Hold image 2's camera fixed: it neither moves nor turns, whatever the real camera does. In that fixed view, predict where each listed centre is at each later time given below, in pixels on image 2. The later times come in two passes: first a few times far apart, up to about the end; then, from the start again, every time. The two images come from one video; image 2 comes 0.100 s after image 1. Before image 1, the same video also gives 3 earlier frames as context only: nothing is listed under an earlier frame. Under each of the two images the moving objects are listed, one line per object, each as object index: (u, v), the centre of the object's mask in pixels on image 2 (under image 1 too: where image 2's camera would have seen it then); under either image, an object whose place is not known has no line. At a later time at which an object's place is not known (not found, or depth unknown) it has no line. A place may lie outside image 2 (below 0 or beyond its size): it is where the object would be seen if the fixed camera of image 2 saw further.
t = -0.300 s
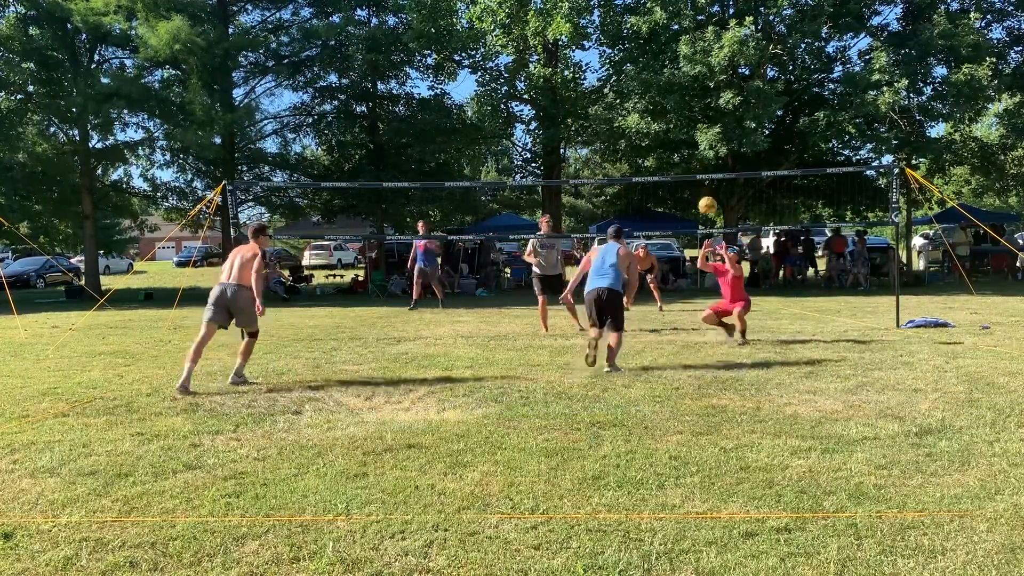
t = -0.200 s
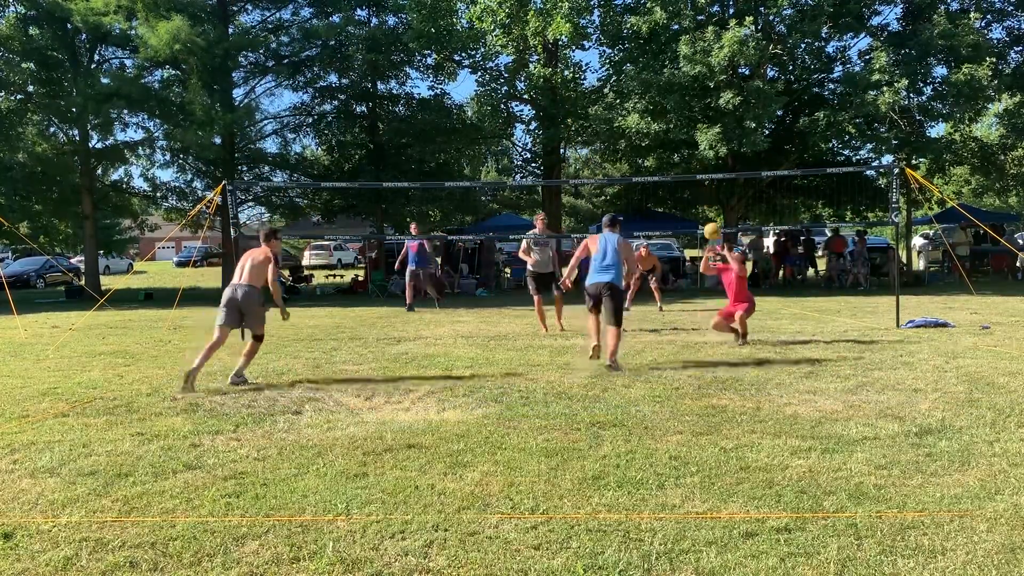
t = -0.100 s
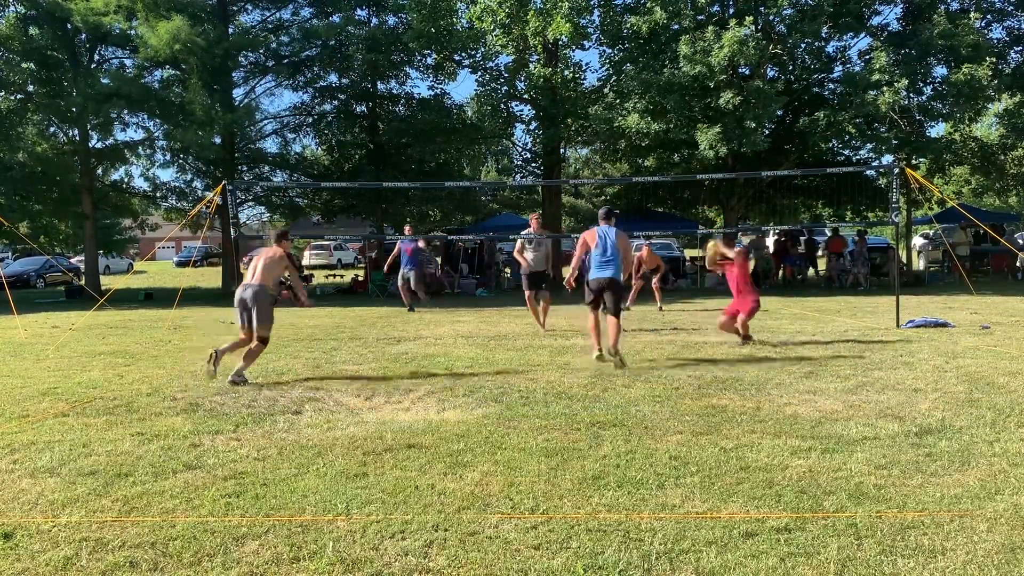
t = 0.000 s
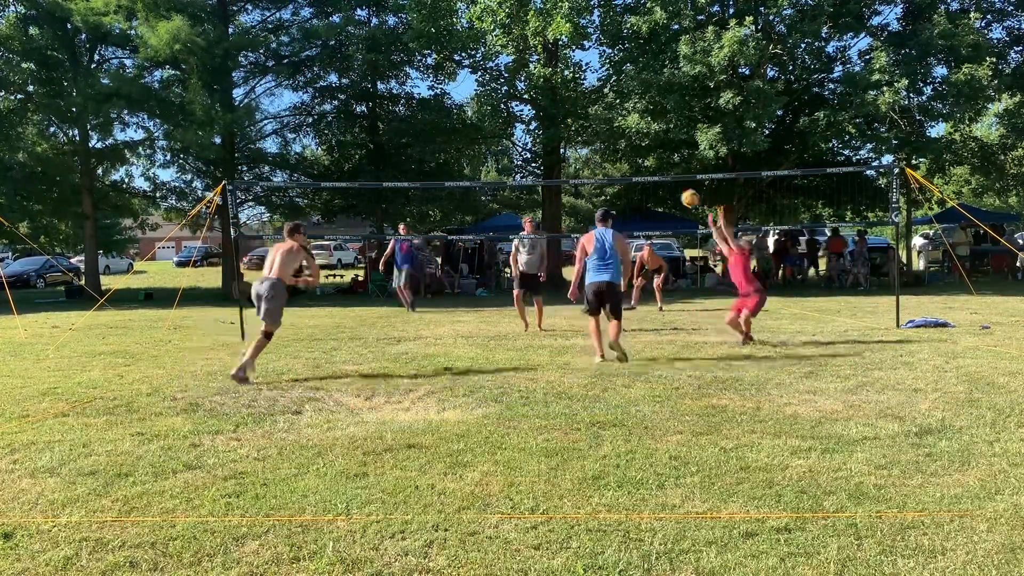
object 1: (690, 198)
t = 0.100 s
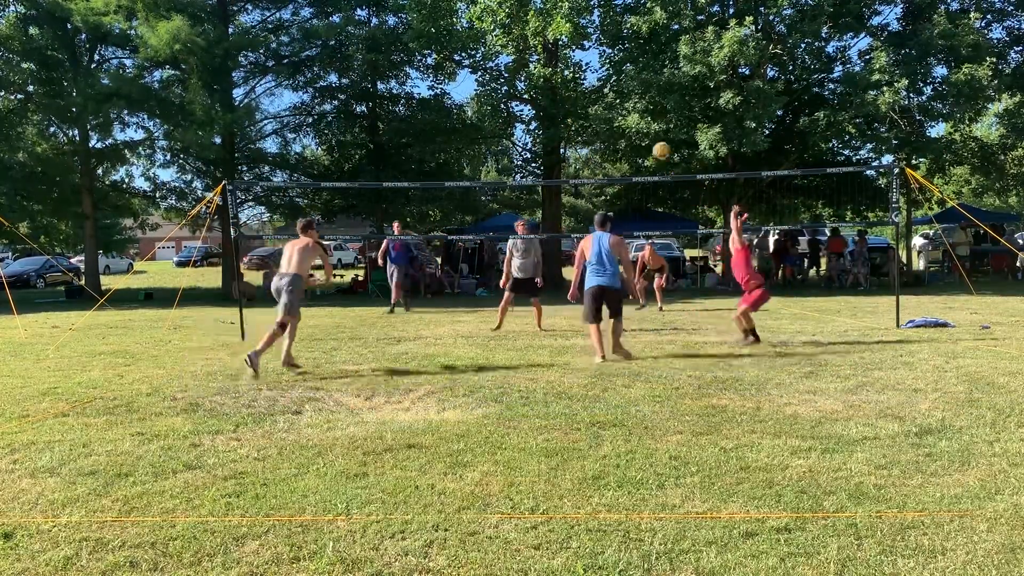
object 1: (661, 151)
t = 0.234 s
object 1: (624, 101)
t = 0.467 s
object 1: (563, 47)
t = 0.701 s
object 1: (505, 36)
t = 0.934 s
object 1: (453, 67)
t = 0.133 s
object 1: (652, 137)
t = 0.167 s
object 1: (642, 124)
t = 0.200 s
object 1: (633, 110)
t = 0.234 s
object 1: (624, 101)
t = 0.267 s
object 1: (615, 90)
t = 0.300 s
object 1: (606, 81)
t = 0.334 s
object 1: (598, 73)
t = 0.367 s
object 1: (589, 64)
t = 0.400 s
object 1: (580, 58)
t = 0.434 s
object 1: (571, 51)
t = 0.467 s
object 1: (563, 47)
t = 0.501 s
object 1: (554, 43)
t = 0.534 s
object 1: (546, 40)
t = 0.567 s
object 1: (537, 38)
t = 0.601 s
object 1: (529, 36)
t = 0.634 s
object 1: (521, 35)
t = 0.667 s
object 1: (513, 35)
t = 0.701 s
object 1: (505, 36)
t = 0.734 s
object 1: (498, 38)
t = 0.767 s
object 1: (489, 41)
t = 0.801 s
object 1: (481, 45)
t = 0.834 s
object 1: (475, 48)
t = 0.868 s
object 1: (467, 53)
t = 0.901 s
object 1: (460, 59)
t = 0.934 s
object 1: (453, 67)
